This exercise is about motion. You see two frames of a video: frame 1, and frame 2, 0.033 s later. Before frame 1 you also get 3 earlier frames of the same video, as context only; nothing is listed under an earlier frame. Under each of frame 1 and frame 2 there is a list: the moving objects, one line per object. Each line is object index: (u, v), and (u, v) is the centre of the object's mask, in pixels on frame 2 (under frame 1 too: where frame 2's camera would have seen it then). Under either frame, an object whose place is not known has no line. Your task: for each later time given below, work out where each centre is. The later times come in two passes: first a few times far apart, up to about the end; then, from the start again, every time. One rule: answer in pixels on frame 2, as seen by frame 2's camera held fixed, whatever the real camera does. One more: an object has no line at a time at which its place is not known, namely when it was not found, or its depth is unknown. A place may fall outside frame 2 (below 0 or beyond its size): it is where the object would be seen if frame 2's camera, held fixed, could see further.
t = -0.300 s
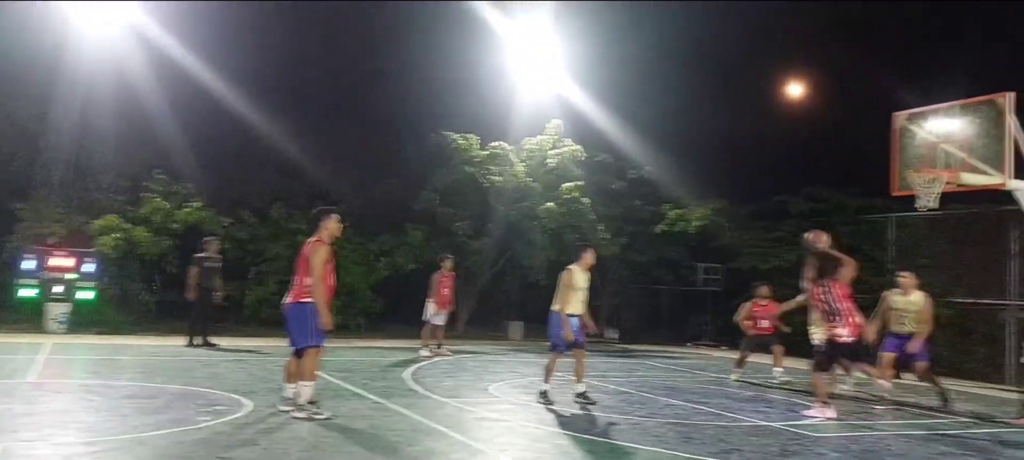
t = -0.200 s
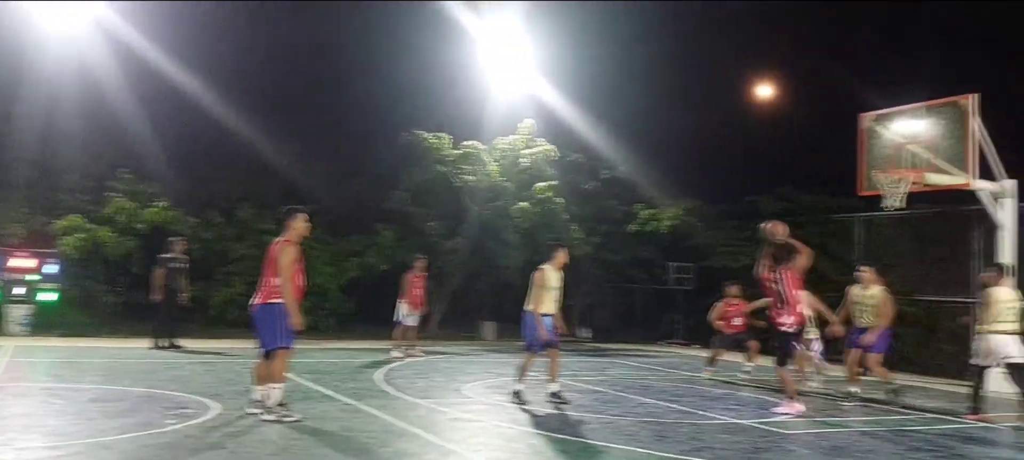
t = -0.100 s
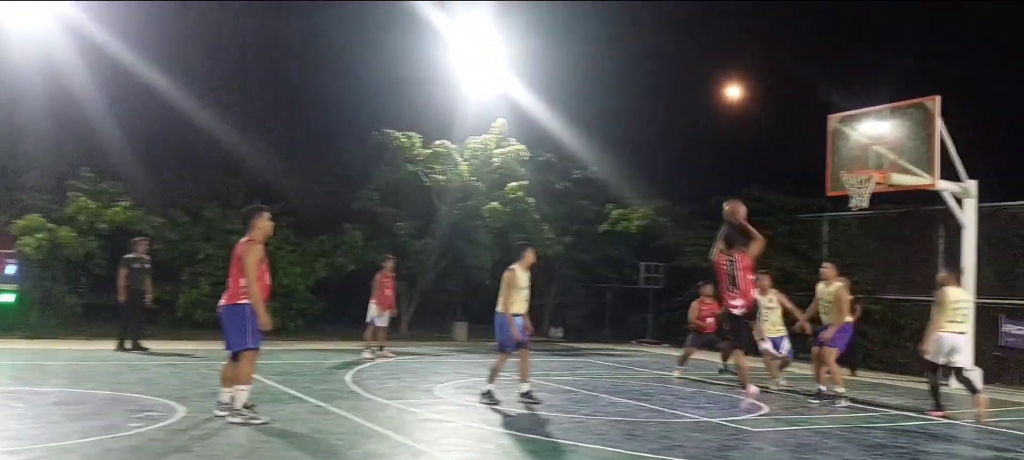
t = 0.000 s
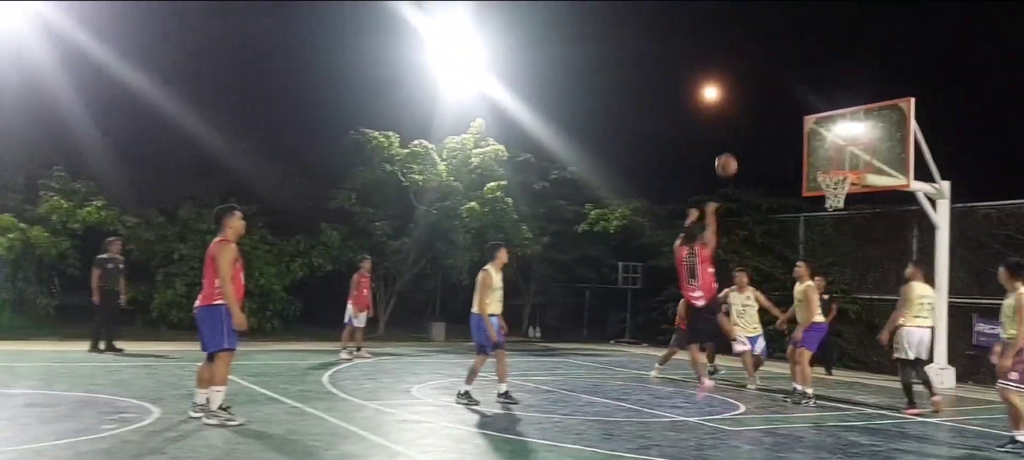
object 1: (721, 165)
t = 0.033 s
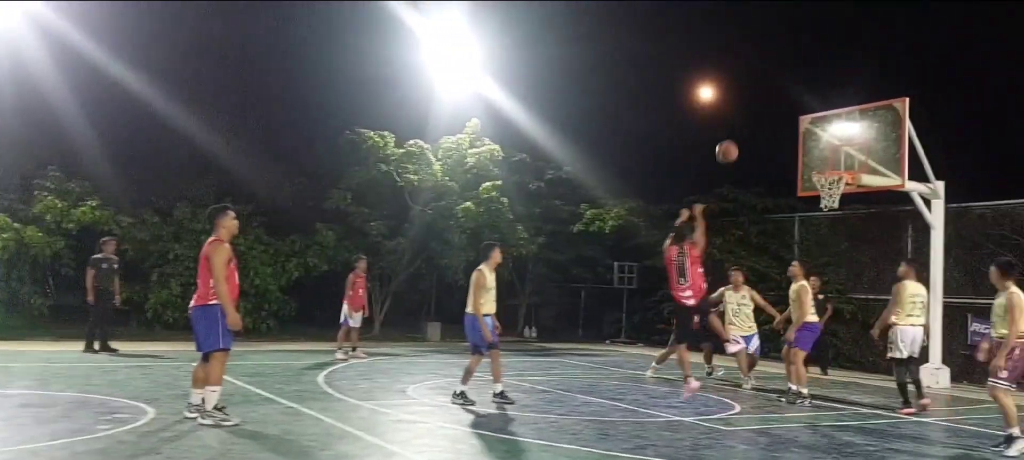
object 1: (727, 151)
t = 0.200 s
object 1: (754, 101)
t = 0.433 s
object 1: (783, 75)
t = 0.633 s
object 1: (804, 87)
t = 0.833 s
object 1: (822, 125)
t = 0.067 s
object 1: (733, 139)
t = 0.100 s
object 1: (738, 128)
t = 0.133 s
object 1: (743, 118)
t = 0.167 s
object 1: (748, 109)
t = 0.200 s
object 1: (754, 101)
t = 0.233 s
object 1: (758, 94)
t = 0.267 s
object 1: (762, 88)
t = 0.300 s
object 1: (767, 84)
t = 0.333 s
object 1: (771, 80)
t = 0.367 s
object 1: (775, 77)
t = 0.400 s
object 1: (779, 75)
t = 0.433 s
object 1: (783, 75)
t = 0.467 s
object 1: (787, 75)
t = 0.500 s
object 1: (791, 75)
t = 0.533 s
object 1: (794, 77)
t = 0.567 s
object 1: (798, 79)
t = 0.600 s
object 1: (801, 83)
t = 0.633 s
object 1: (804, 87)
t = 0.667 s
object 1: (808, 91)
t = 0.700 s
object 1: (811, 97)
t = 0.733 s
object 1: (814, 103)
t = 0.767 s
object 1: (817, 109)
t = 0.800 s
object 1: (819, 117)
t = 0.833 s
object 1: (822, 125)
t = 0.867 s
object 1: (826, 134)
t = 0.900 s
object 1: (830, 145)
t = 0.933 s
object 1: (830, 157)
